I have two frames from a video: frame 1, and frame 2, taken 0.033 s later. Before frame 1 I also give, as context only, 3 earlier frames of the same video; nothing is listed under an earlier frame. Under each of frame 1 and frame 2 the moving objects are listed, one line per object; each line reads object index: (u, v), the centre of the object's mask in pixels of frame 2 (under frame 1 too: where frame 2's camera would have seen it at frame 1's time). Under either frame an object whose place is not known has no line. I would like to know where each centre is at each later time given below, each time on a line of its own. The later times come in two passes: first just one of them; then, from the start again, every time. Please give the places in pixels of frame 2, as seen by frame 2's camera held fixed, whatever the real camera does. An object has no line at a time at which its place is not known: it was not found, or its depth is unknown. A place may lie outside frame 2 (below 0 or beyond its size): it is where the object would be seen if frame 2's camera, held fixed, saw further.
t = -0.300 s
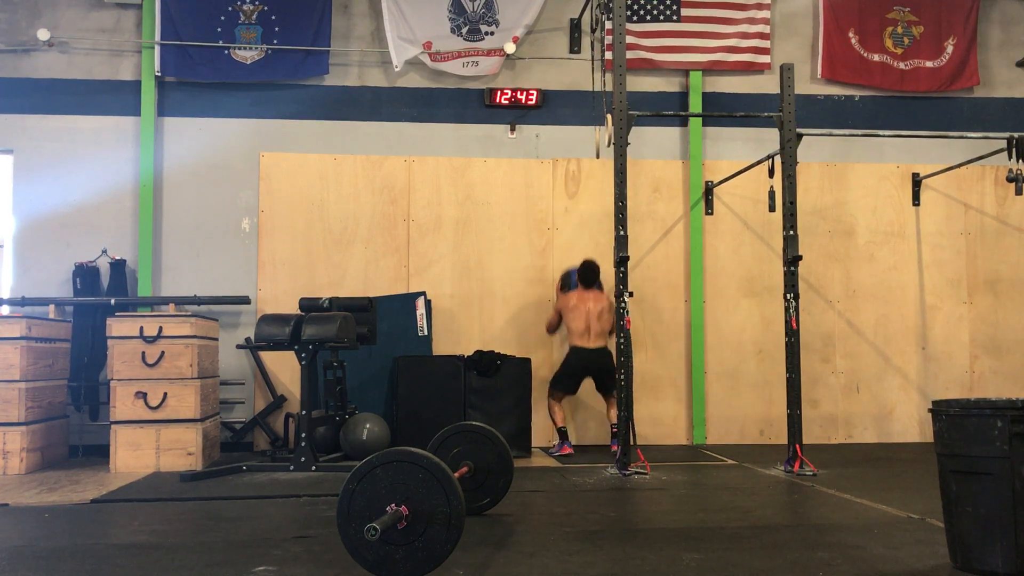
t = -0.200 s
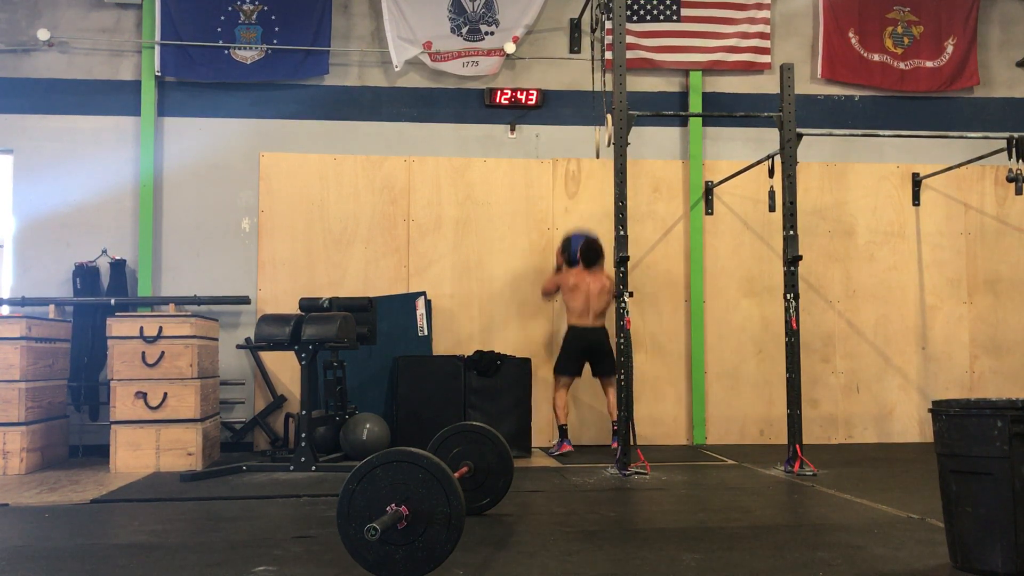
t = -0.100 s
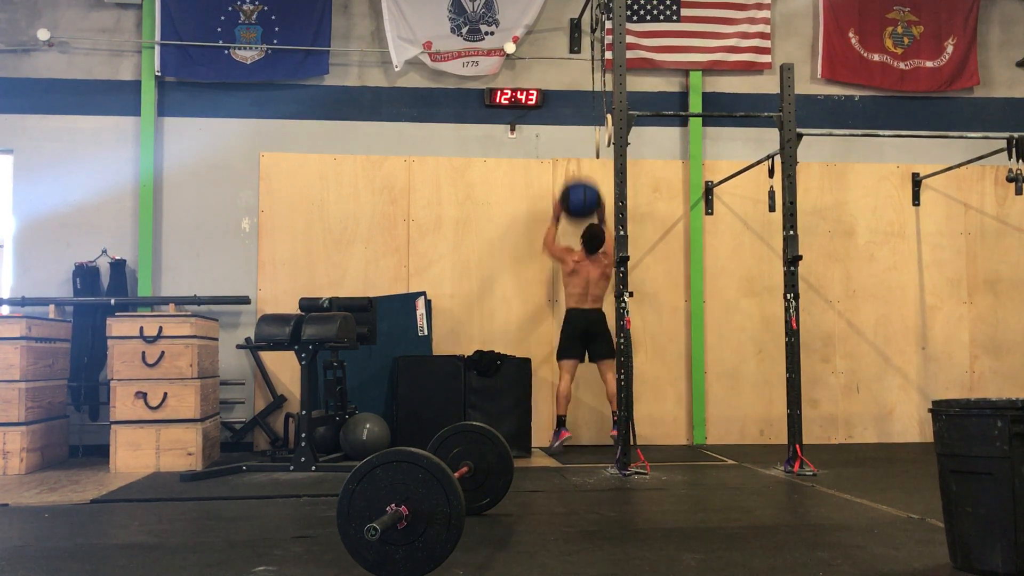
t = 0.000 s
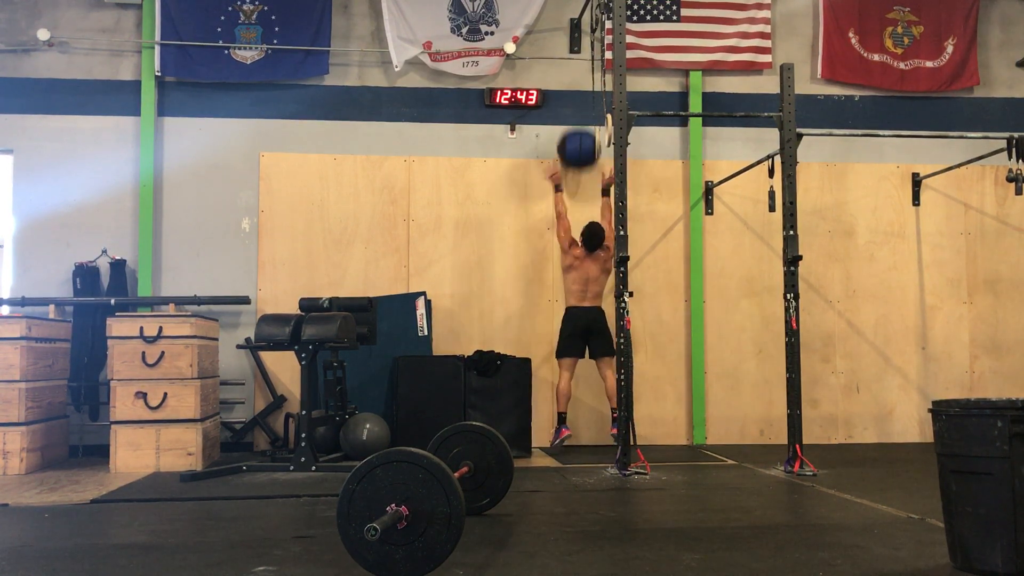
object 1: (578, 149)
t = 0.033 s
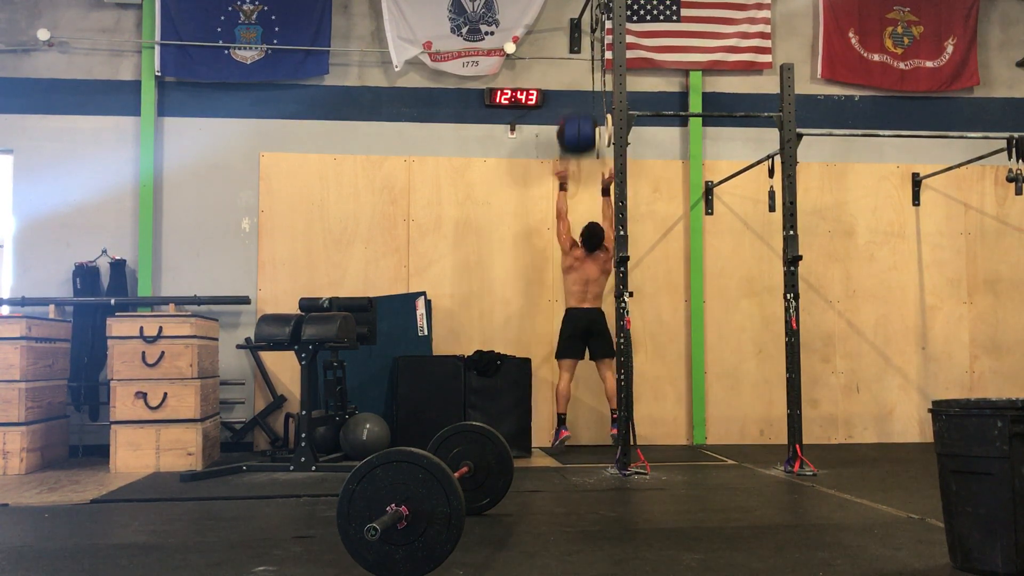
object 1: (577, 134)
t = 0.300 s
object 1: (575, 70)
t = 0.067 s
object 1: (577, 121)
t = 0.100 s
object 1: (577, 109)
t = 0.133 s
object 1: (576, 100)
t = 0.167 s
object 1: (576, 92)
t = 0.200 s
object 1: (576, 83)
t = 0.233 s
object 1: (576, 77)
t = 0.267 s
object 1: (575, 73)
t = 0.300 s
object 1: (575, 70)
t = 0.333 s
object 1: (576, 67)
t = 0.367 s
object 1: (576, 66)
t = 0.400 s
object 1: (576, 66)
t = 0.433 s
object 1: (576, 67)
